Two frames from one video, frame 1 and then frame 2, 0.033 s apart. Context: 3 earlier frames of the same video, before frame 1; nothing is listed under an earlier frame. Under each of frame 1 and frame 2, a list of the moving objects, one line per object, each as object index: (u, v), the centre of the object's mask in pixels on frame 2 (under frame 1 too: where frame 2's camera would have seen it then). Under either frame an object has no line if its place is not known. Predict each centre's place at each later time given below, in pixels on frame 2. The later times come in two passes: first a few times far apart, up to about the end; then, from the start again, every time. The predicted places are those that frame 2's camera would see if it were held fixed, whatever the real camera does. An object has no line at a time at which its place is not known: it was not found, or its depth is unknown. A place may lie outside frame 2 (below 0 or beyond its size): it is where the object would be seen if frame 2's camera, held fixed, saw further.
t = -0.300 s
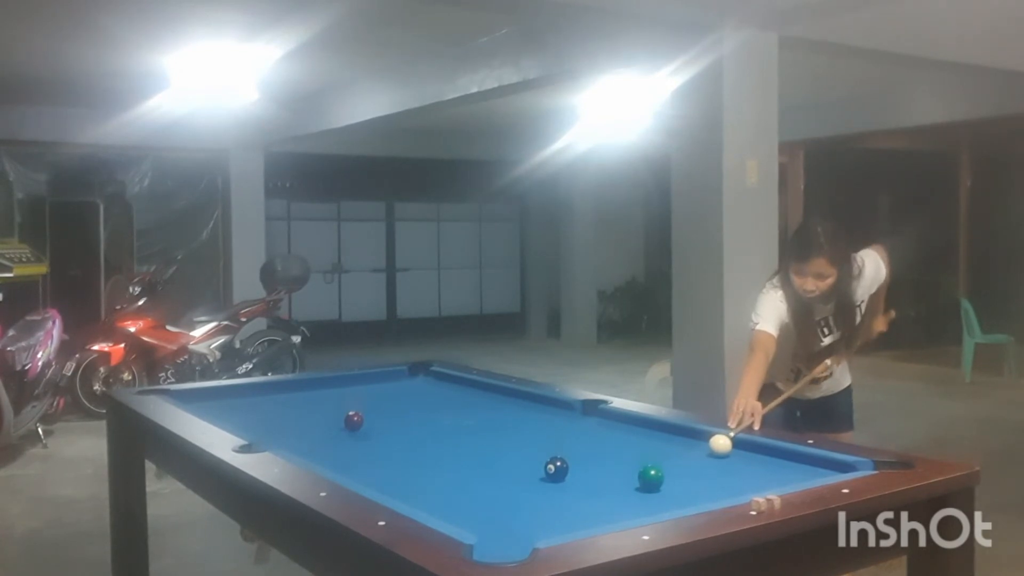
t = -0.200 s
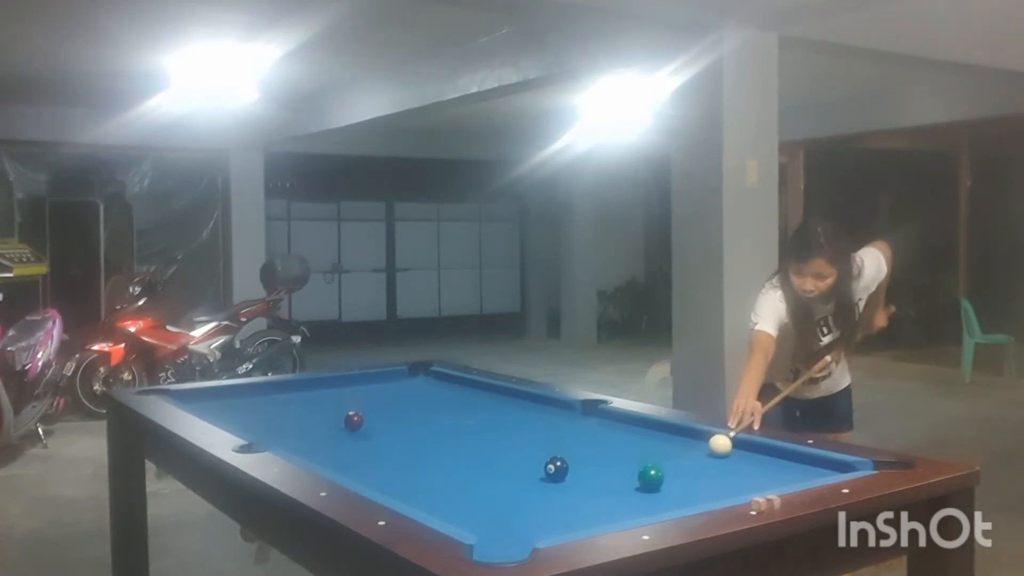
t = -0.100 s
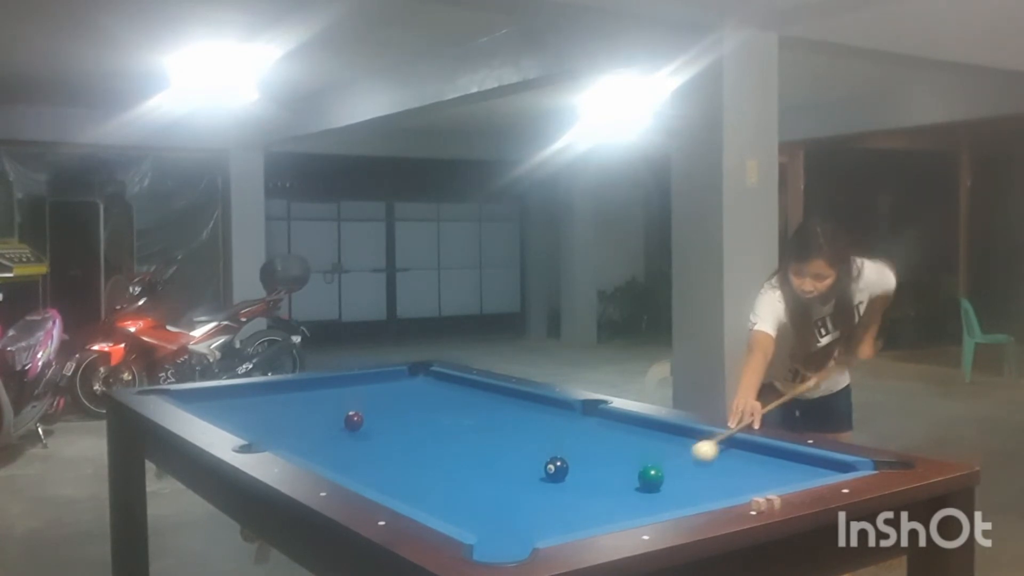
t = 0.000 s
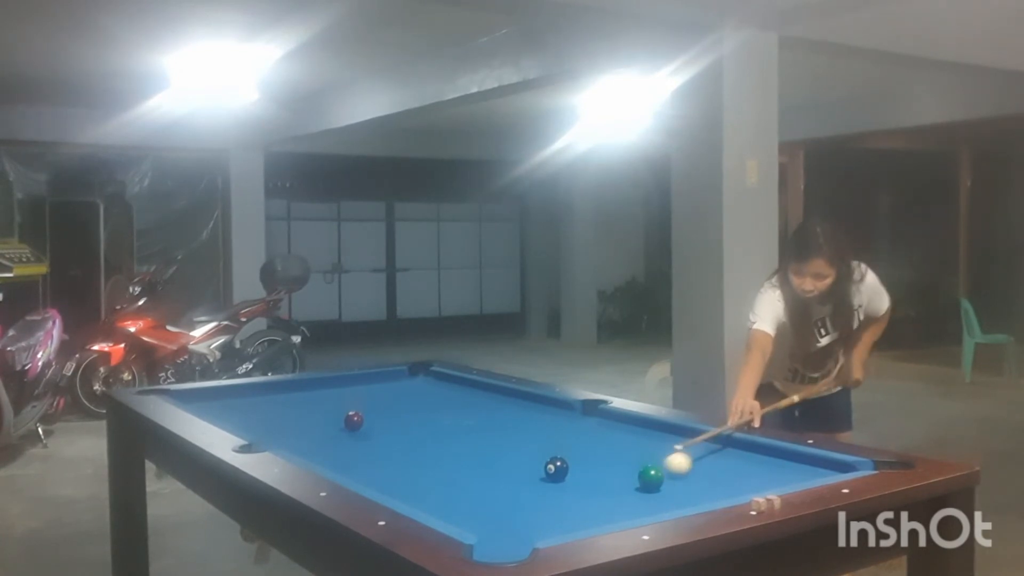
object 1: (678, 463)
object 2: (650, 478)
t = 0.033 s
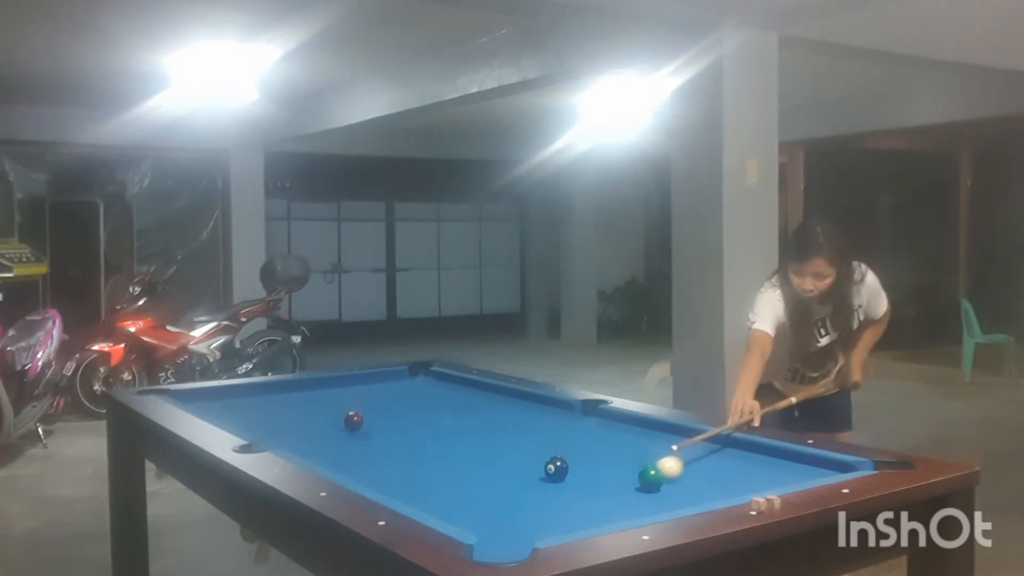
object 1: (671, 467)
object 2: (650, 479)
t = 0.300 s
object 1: (643, 478)
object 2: (602, 505)
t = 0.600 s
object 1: (613, 487)
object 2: (535, 533)
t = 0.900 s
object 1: (583, 496)
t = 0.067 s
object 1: (664, 470)
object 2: (649, 480)
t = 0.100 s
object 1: (661, 471)
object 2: (642, 483)
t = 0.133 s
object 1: (659, 473)
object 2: (635, 486)
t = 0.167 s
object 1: (656, 473)
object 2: (627, 491)
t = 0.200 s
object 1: (653, 475)
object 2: (620, 495)
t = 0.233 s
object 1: (650, 476)
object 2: (614, 498)
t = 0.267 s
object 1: (646, 477)
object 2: (607, 501)
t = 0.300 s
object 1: (643, 478)
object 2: (602, 505)
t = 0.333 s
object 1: (640, 478)
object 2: (594, 507)
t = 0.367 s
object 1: (636, 480)
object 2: (588, 511)
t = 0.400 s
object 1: (633, 481)
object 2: (581, 515)
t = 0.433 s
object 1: (630, 481)
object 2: (573, 518)
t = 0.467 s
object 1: (626, 483)
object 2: (566, 521)
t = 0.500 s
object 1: (623, 483)
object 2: (559, 525)
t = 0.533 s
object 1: (620, 485)
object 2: (551, 527)
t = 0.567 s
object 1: (616, 486)
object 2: (543, 530)
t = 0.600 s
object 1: (613, 487)
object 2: (535, 533)
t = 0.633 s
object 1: (609, 488)
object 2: (525, 539)
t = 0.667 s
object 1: (606, 488)
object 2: (519, 543)
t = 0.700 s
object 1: (603, 489)
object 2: (511, 547)
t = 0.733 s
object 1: (600, 490)
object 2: (504, 551)
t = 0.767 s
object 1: (597, 491)
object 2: (493, 556)
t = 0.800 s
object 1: (593, 493)
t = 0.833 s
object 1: (590, 494)
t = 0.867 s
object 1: (587, 495)
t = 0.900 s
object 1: (583, 496)
